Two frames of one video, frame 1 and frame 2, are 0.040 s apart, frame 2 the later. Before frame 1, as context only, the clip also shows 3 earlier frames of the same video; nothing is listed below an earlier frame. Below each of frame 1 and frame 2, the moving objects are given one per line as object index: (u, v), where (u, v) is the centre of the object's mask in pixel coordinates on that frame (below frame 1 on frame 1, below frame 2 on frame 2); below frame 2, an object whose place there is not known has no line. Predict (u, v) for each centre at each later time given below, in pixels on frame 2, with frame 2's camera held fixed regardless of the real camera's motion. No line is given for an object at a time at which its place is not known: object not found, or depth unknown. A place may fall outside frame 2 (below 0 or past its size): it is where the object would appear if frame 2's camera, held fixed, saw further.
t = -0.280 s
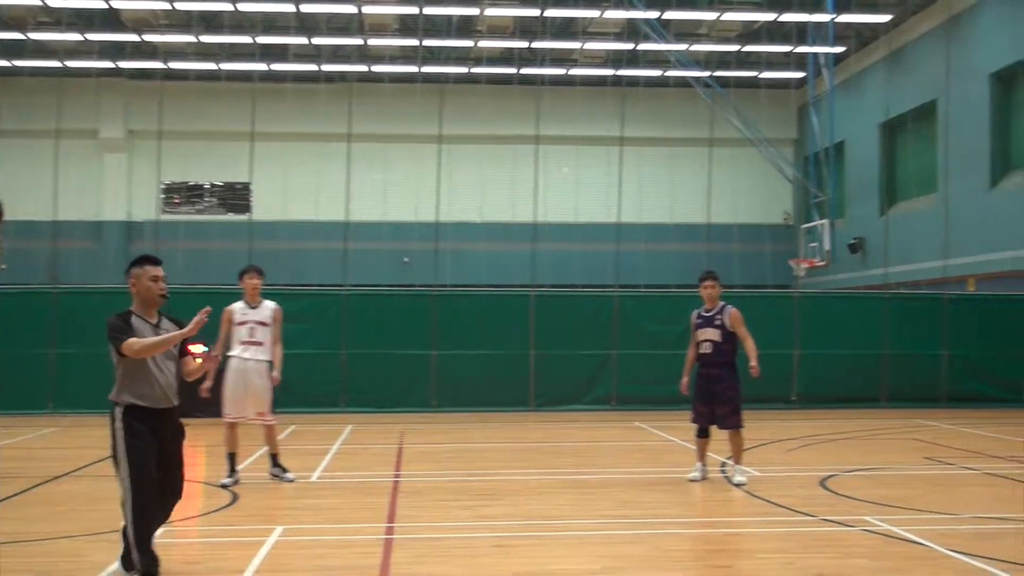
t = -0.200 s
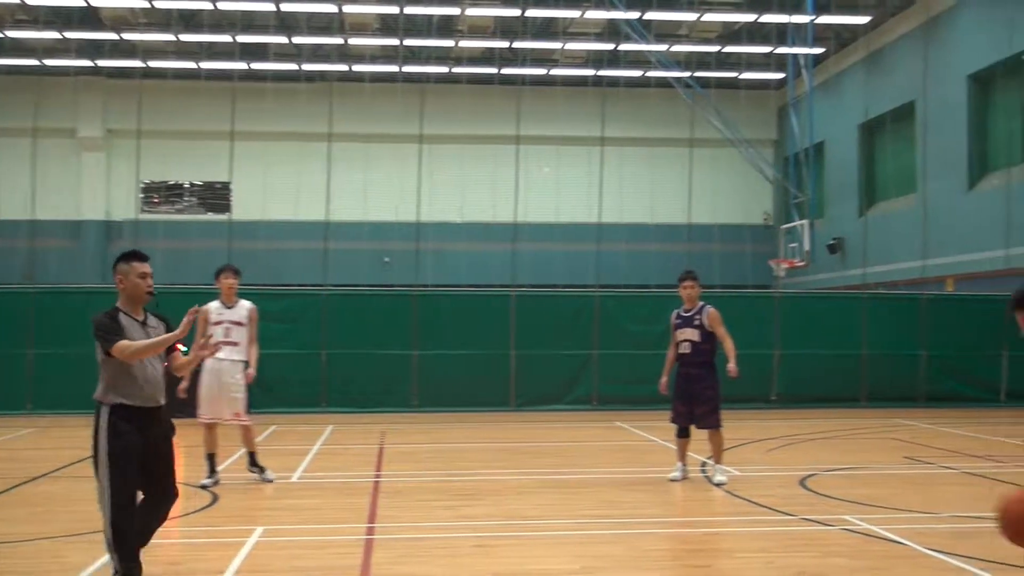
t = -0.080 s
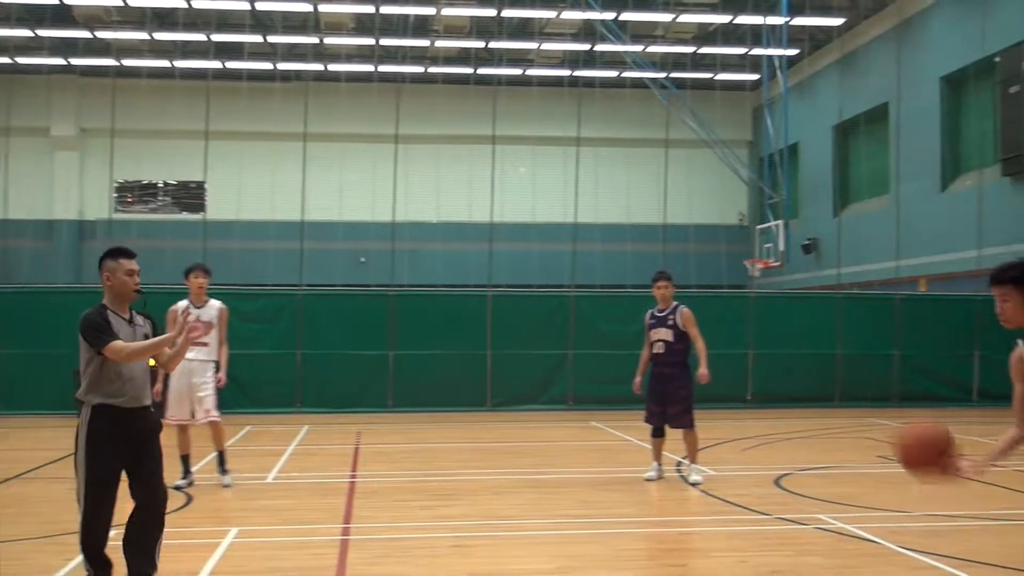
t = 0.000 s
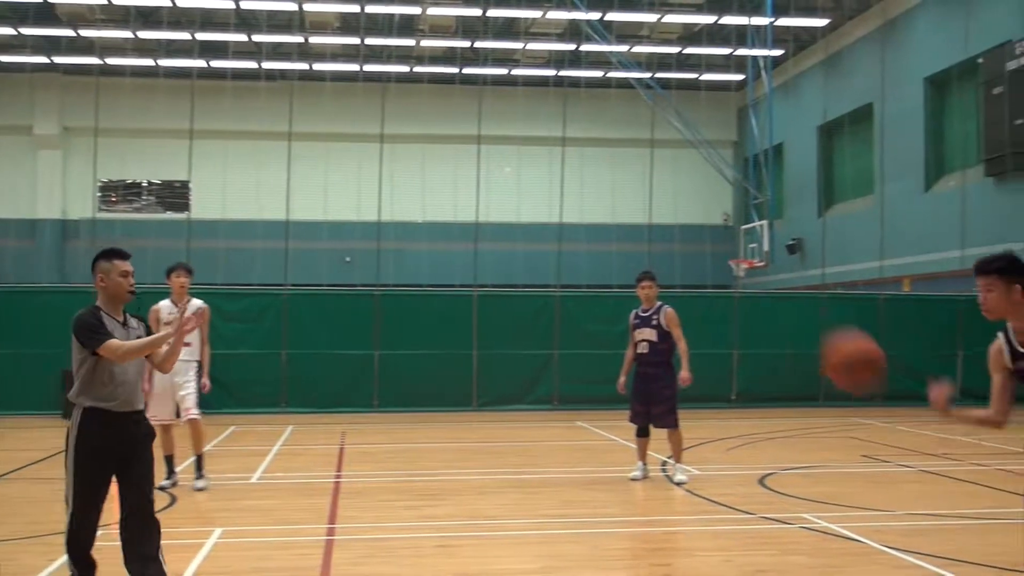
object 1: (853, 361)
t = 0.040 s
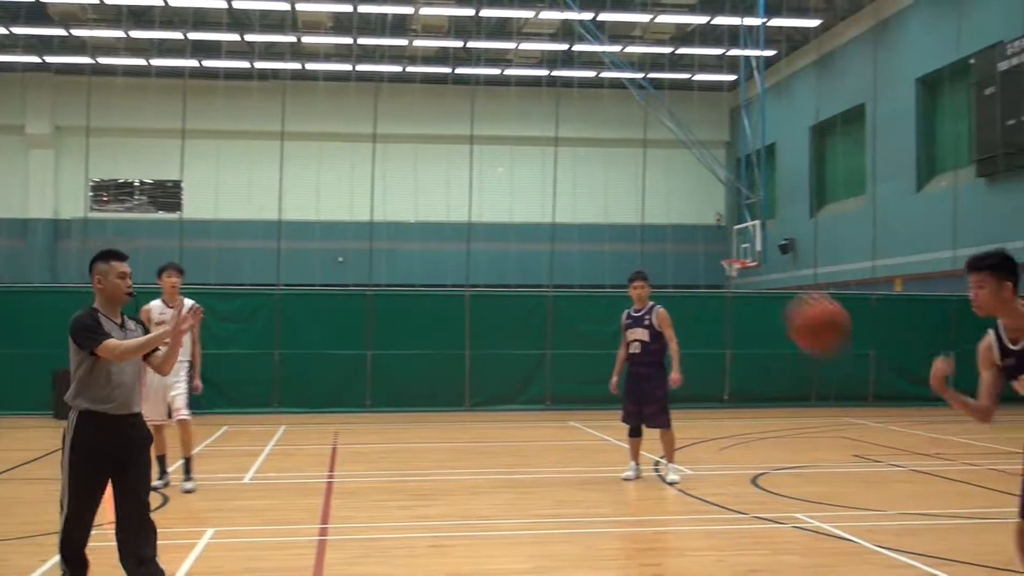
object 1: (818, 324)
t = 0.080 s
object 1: (793, 290)
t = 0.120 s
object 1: (768, 260)
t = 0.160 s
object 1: (742, 231)
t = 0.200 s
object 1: (718, 210)
